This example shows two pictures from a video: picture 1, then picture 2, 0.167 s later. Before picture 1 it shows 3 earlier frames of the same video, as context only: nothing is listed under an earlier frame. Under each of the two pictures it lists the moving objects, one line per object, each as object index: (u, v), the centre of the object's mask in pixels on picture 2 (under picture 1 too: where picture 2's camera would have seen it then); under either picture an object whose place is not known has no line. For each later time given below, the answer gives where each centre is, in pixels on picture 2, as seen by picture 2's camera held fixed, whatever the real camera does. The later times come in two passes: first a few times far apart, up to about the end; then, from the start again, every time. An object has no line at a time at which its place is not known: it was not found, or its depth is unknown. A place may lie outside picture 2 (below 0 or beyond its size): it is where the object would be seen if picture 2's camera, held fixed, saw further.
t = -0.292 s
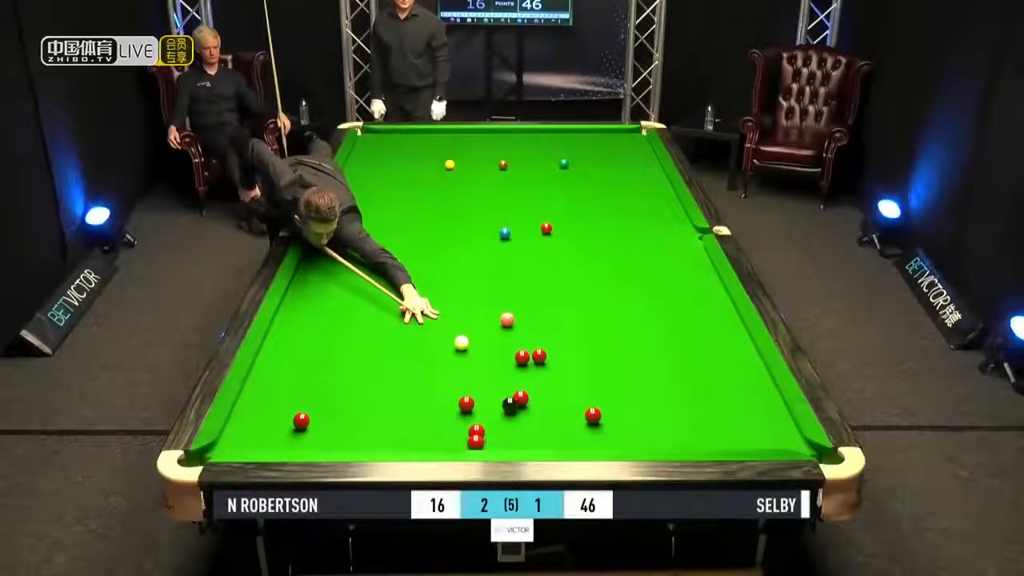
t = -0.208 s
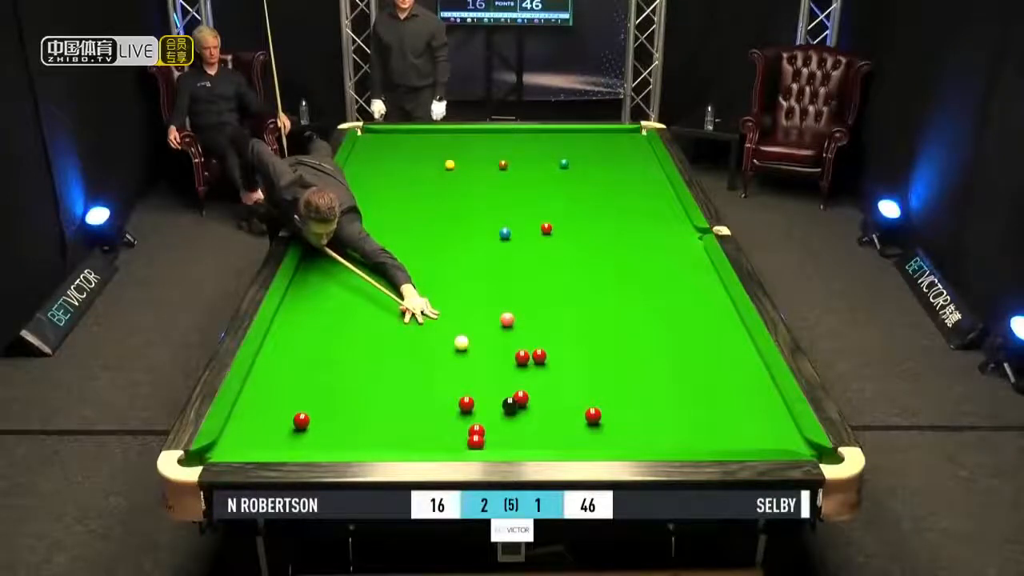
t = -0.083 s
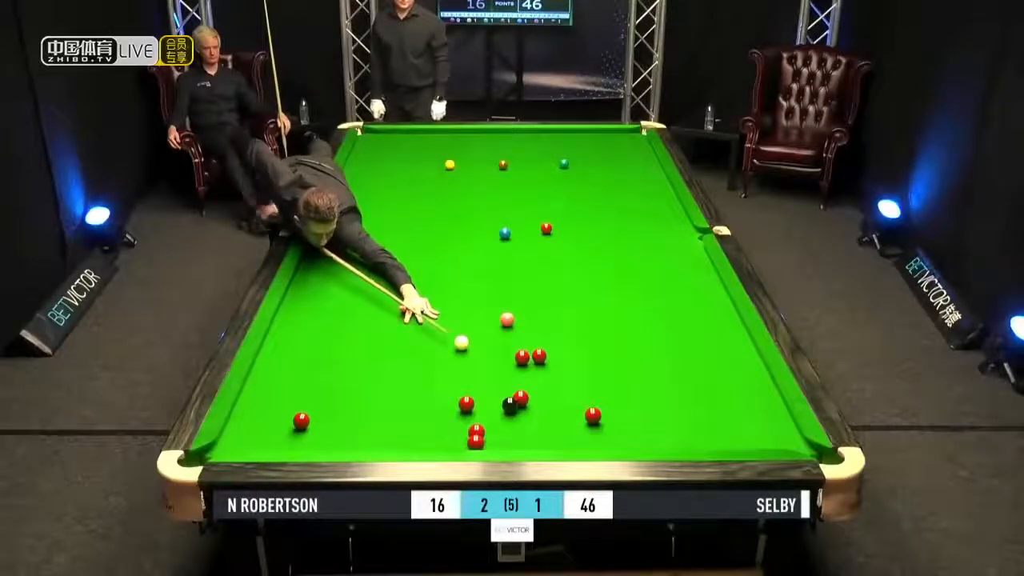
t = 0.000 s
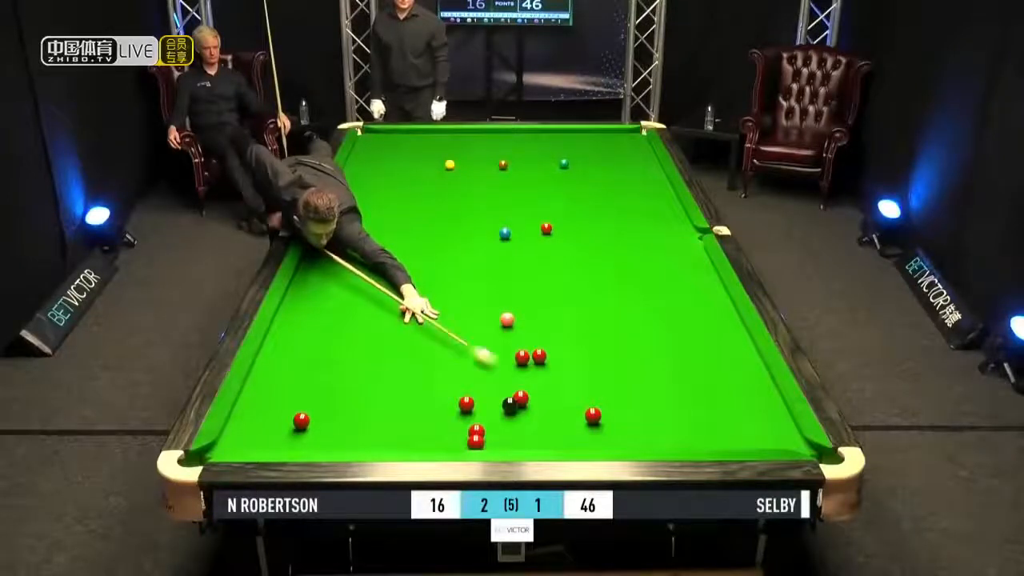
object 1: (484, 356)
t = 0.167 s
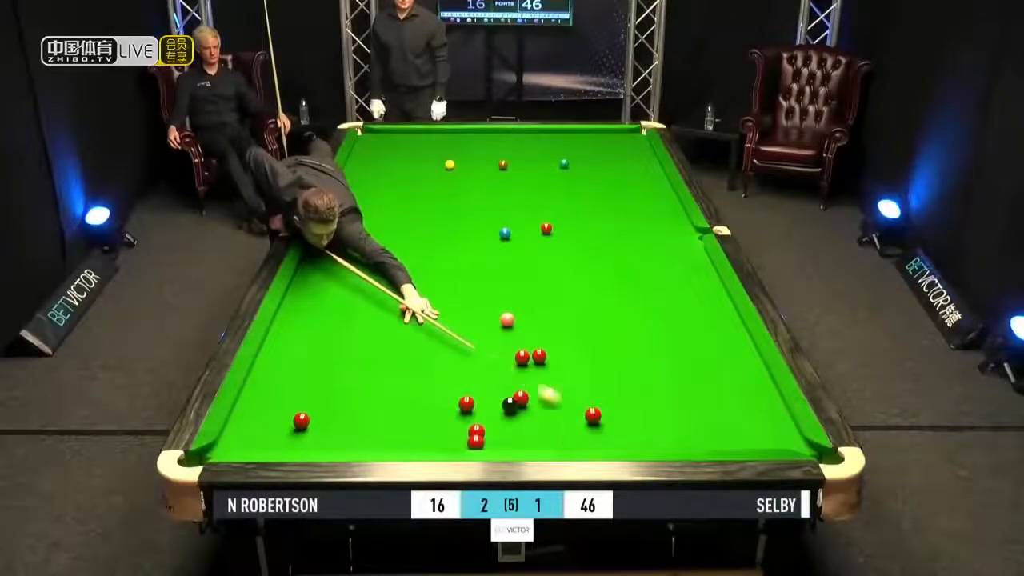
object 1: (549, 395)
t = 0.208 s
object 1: (563, 403)
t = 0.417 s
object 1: (574, 441)
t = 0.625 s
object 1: (567, 415)
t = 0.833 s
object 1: (564, 396)
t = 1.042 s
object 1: (561, 378)
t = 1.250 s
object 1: (557, 361)
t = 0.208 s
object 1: (563, 403)
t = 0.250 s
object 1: (575, 413)
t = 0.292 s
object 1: (574, 421)
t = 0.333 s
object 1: (573, 436)
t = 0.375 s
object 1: (574, 441)
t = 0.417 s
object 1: (574, 441)
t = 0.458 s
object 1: (572, 436)
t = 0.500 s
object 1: (571, 431)
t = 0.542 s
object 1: (570, 426)
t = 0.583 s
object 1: (568, 420)
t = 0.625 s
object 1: (567, 415)
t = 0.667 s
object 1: (567, 412)
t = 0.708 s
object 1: (566, 408)
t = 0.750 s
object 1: (565, 405)
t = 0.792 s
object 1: (564, 400)
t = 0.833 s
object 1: (564, 396)
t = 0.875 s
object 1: (563, 393)
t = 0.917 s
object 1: (562, 388)
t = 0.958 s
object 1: (562, 385)
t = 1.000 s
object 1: (561, 381)
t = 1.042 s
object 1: (561, 378)
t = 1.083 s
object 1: (560, 374)
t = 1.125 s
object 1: (559, 371)
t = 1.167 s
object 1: (559, 368)
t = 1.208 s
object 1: (558, 365)
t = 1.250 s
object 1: (557, 361)
